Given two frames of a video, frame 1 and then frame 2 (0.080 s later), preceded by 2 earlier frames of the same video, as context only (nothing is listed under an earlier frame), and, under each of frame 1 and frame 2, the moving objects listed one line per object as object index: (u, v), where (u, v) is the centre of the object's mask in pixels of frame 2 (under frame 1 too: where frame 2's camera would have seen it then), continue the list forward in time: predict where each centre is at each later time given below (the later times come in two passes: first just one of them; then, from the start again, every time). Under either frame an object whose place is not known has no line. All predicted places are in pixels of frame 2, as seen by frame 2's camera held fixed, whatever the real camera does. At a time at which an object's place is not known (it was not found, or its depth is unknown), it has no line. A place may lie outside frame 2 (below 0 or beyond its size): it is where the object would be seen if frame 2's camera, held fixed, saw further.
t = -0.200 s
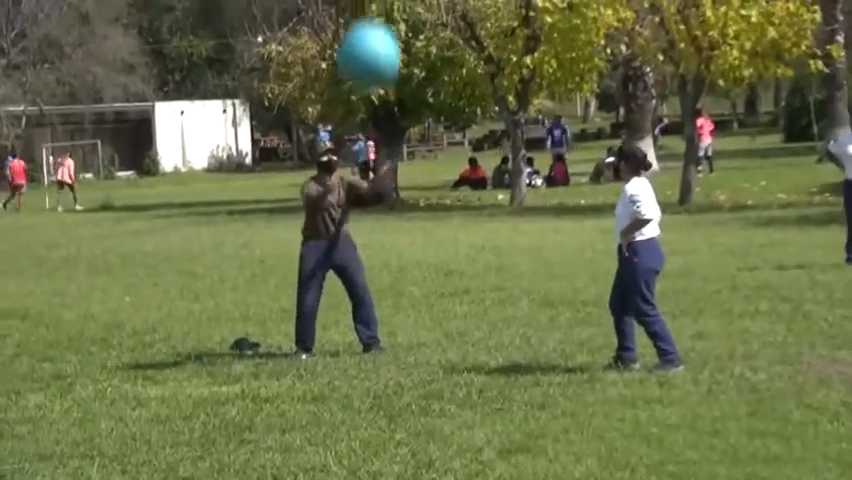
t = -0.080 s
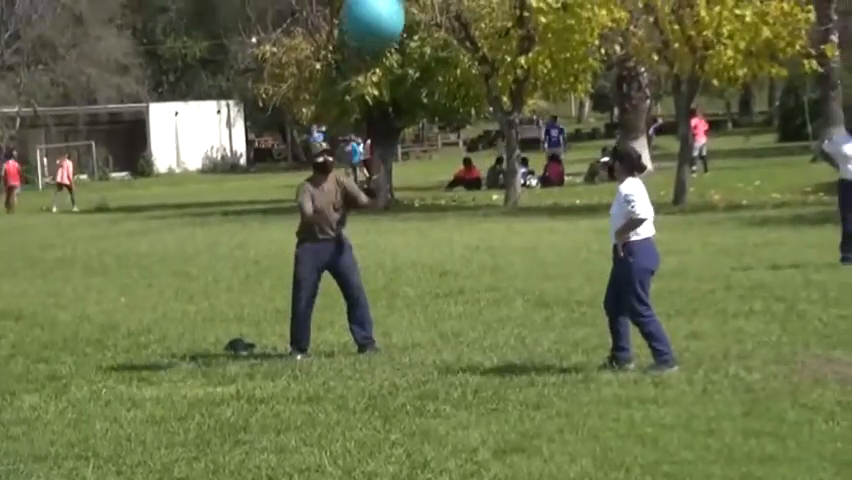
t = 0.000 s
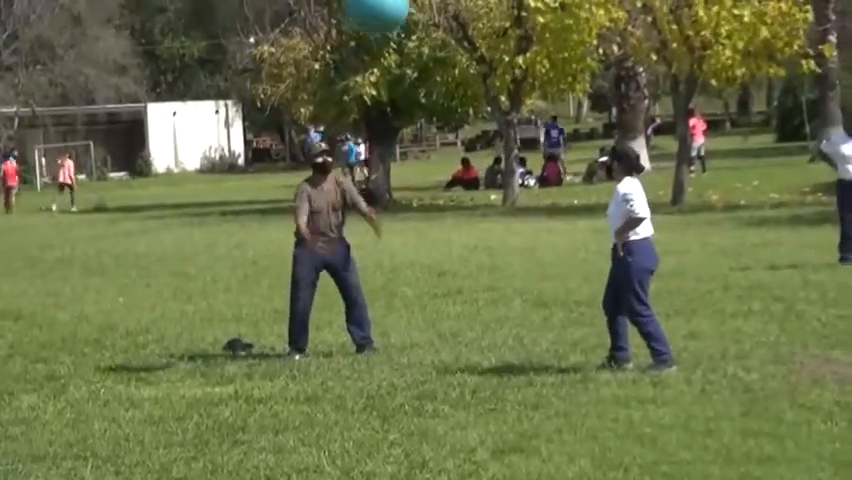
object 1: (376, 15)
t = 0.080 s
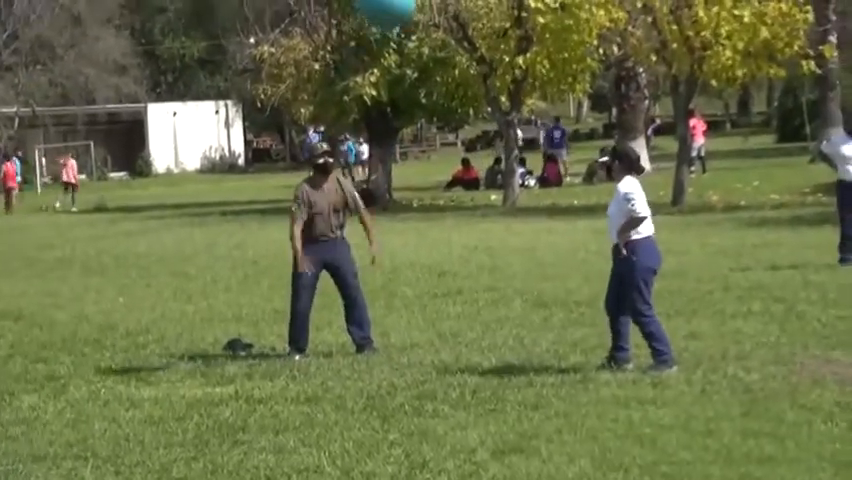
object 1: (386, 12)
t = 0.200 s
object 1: (400, 14)
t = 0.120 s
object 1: (388, 12)
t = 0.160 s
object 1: (395, 12)
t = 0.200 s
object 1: (400, 14)
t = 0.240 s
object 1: (403, 17)
